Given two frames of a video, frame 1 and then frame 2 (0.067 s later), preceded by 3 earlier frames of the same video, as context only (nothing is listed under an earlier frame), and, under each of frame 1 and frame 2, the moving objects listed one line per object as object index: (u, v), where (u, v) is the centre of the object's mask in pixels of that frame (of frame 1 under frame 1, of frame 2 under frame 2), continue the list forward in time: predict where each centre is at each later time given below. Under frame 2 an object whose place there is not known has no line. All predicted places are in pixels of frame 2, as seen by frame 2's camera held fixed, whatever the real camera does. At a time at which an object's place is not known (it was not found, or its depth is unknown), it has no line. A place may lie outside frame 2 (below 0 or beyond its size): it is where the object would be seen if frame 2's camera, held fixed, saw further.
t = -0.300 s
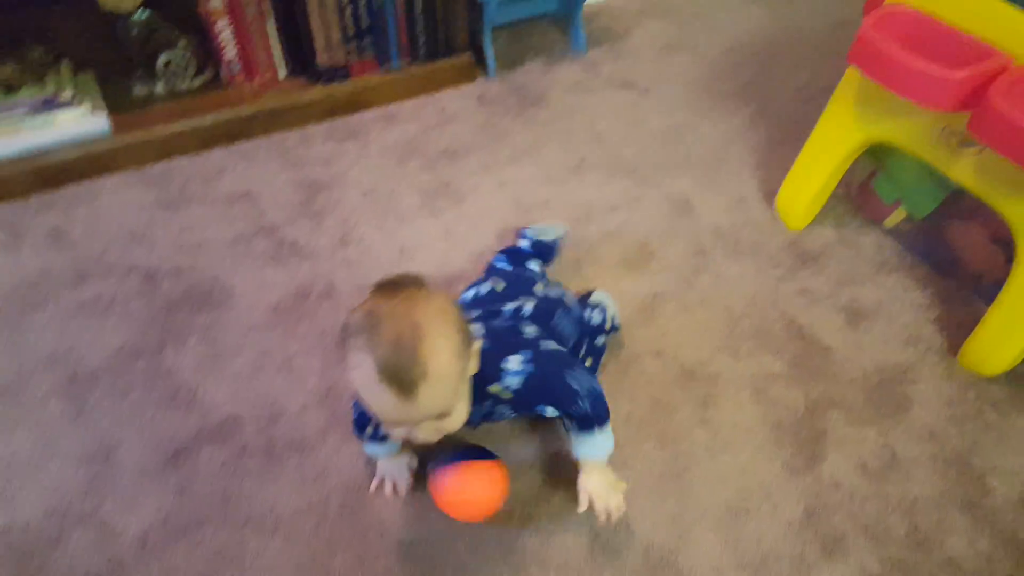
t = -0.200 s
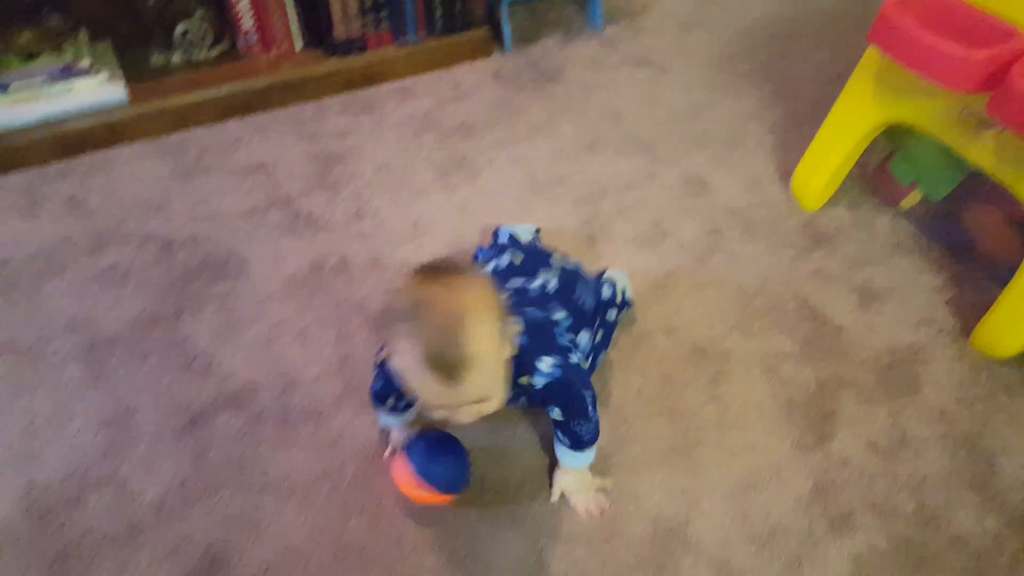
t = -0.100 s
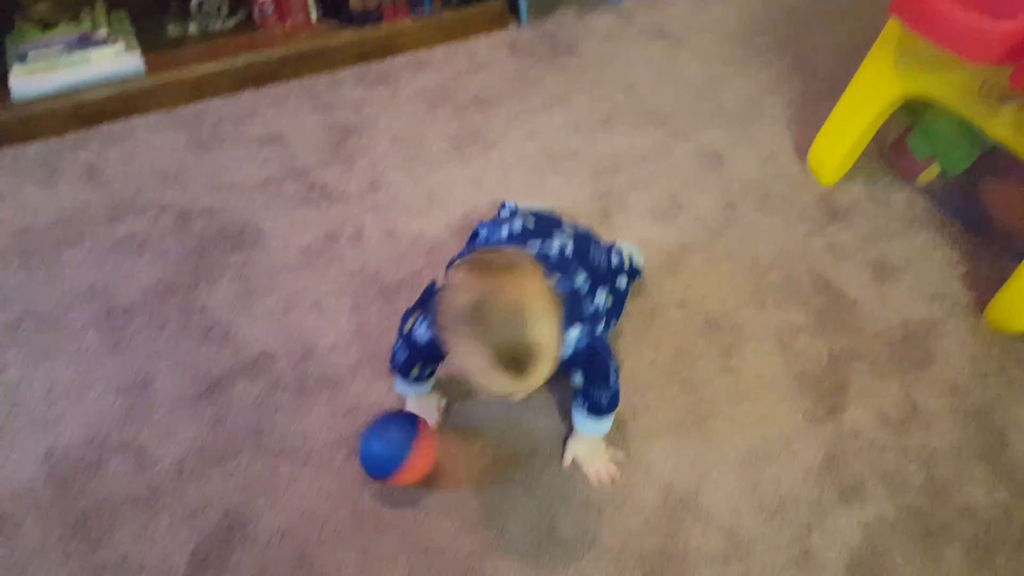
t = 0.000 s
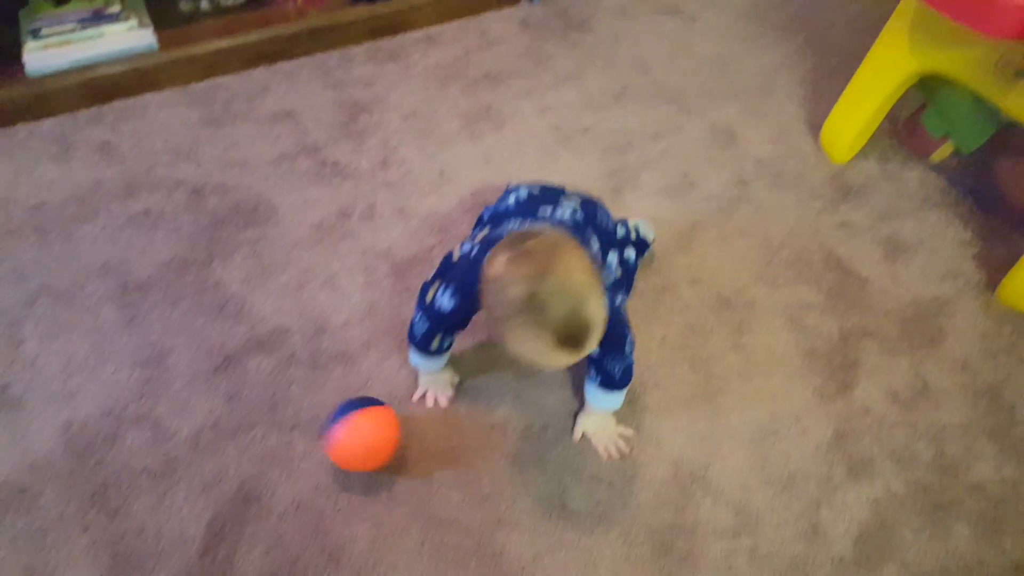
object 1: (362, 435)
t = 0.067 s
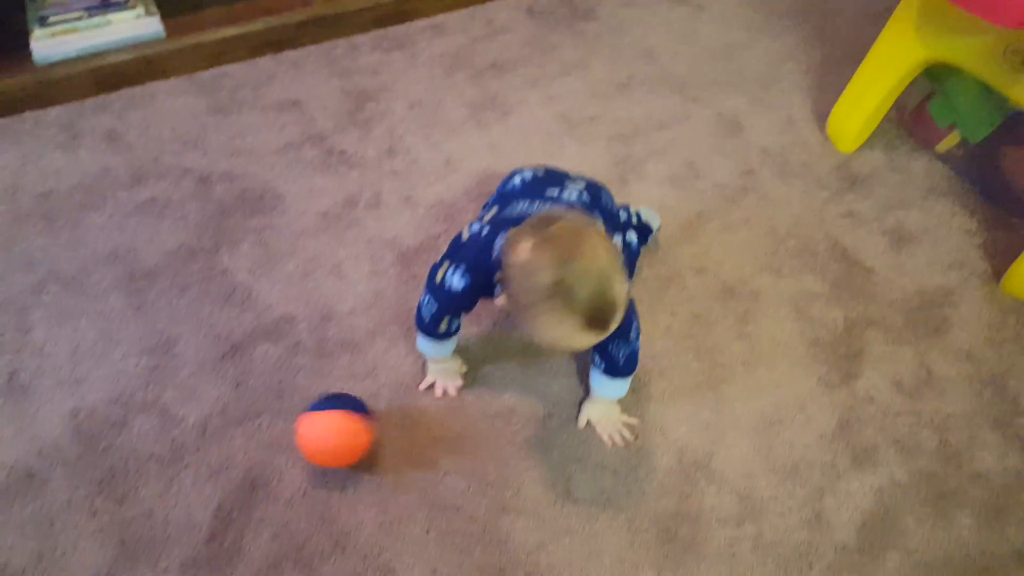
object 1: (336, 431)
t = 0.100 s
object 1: (319, 437)
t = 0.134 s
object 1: (303, 443)
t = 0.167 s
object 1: (287, 448)
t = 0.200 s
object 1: (272, 453)
